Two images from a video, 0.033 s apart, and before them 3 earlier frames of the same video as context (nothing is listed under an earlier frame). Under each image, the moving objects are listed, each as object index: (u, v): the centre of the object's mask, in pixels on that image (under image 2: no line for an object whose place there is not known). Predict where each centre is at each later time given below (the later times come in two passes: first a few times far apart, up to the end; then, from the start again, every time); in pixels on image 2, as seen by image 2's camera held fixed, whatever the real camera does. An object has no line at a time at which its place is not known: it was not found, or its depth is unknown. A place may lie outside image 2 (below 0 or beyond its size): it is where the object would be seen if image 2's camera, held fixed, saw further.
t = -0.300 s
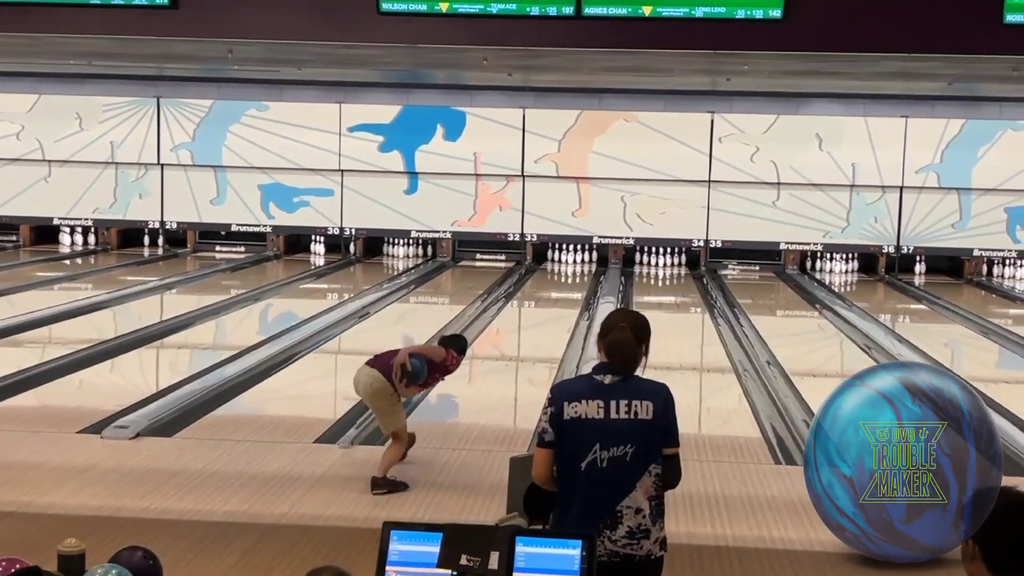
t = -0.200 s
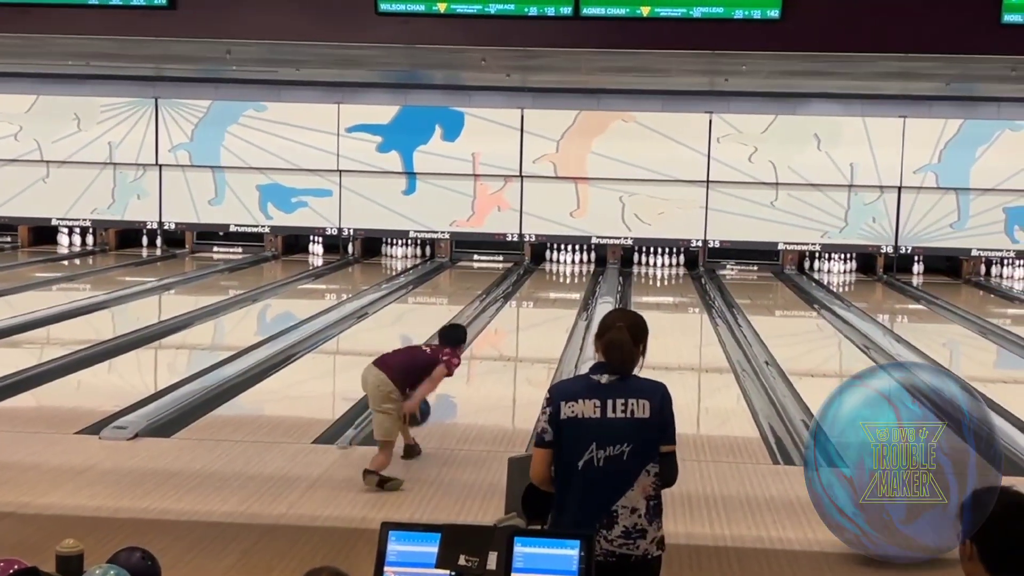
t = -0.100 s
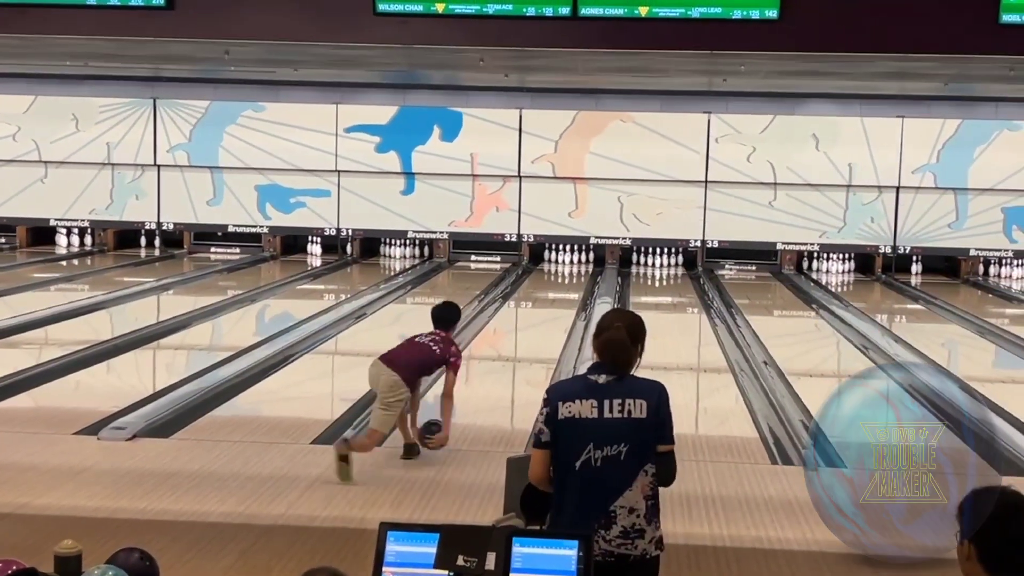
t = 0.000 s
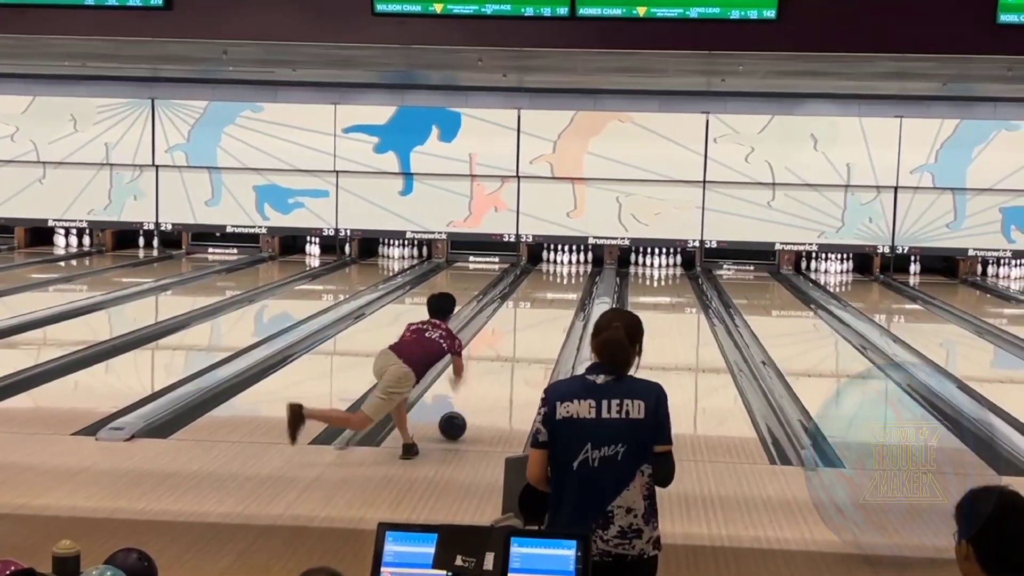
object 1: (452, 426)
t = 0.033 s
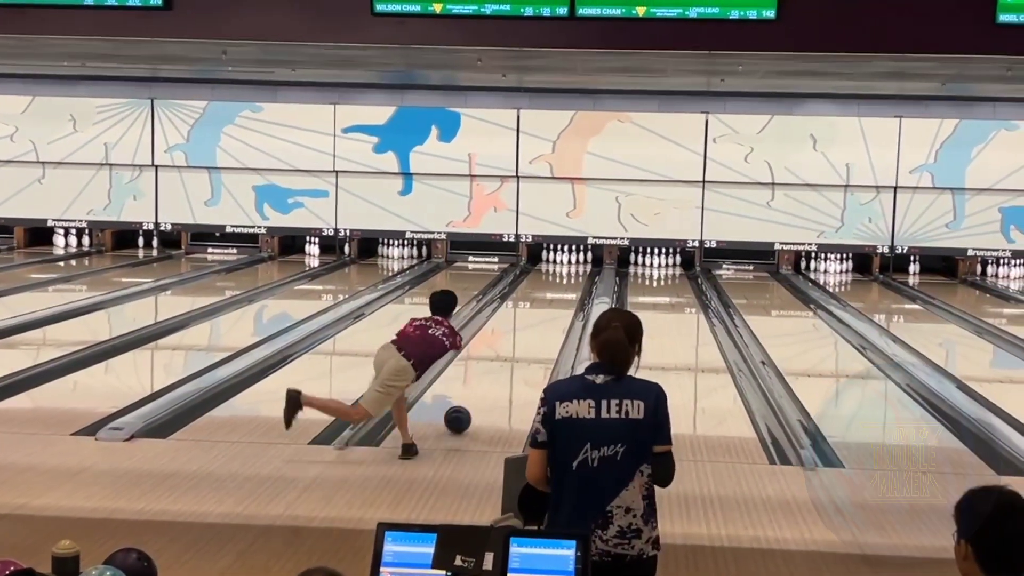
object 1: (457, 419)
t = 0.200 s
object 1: (481, 392)
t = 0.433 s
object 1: (507, 362)
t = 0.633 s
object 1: (523, 342)
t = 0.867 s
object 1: (538, 323)
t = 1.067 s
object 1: (548, 310)
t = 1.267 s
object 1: (555, 299)
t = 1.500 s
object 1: (563, 287)
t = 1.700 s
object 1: (567, 279)
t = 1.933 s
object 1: (569, 271)
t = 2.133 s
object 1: (569, 265)
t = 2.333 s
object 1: (567, 260)
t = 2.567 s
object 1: (574, 256)
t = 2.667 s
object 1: (571, 259)
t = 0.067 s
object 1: (463, 414)
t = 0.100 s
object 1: (468, 408)
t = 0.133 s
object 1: (473, 402)
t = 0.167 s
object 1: (477, 397)
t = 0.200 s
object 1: (481, 392)
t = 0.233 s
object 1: (486, 387)
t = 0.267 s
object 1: (490, 382)
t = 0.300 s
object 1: (493, 378)
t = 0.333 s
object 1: (497, 374)
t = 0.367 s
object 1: (500, 369)
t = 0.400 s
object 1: (504, 366)
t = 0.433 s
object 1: (507, 362)
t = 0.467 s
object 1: (510, 358)
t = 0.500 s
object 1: (513, 355)
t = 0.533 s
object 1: (516, 351)
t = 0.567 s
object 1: (518, 348)
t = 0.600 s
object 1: (521, 345)
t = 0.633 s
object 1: (523, 342)
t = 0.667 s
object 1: (526, 339)
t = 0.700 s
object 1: (528, 336)
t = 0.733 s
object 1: (530, 333)
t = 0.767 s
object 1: (532, 330)
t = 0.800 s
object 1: (534, 328)
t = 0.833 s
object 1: (536, 325)
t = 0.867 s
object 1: (538, 323)
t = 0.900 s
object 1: (540, 321)
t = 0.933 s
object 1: (542, 318)
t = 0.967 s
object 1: (543, 316)
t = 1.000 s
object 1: (545, 314)
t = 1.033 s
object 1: (546, 312)
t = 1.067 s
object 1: (548, 310)
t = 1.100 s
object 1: (549, 308)
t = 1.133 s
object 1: (550, 306)
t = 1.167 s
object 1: (552, 304)
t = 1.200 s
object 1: (553, 302)
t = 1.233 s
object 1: (554, 300)
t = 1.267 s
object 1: (555, 299)
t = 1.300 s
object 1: (556, 297)
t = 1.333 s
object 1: (558, 295)
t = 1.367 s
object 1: (559, 294)
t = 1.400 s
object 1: (560, 292)
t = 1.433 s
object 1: (561, 291)
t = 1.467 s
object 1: (562, 289)
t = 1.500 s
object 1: (563, 287)
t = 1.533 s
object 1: (564, 286)
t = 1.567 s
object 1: (564, 285)
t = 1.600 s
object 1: (565, 284)
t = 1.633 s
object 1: (566, 282)
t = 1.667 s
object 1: (566, 281)
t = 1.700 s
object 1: (567, 279)
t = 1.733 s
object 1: (568, 278)
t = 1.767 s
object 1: (568, 277)
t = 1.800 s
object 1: (569, 275)
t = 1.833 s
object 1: (569, 274)
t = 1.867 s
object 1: (569, 273)
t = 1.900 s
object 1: (569, 272)
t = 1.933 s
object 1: (569, 271)
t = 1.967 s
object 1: (569, 270)
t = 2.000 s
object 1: (569, 269)
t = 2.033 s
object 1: (569, 268)
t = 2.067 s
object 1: (569, 267)
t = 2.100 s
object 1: (569, 267)
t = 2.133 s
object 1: (569, 265)
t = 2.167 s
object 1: (569, 264)
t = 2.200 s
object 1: (568, 263)
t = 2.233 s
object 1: (568, 262)
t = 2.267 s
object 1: (568, 261)
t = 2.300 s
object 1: (567, 261)
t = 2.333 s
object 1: (567, 260)
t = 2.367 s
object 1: (567, 259)
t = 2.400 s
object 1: (567, 259)
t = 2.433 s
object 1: (569, 258)
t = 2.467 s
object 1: (568, 257)
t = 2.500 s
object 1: (567, 258)
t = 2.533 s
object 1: (571, 256)
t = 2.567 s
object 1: (574, 256)
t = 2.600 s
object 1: (572, 257)
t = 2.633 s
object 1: (573, 257)
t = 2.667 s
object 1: (571, 259)
